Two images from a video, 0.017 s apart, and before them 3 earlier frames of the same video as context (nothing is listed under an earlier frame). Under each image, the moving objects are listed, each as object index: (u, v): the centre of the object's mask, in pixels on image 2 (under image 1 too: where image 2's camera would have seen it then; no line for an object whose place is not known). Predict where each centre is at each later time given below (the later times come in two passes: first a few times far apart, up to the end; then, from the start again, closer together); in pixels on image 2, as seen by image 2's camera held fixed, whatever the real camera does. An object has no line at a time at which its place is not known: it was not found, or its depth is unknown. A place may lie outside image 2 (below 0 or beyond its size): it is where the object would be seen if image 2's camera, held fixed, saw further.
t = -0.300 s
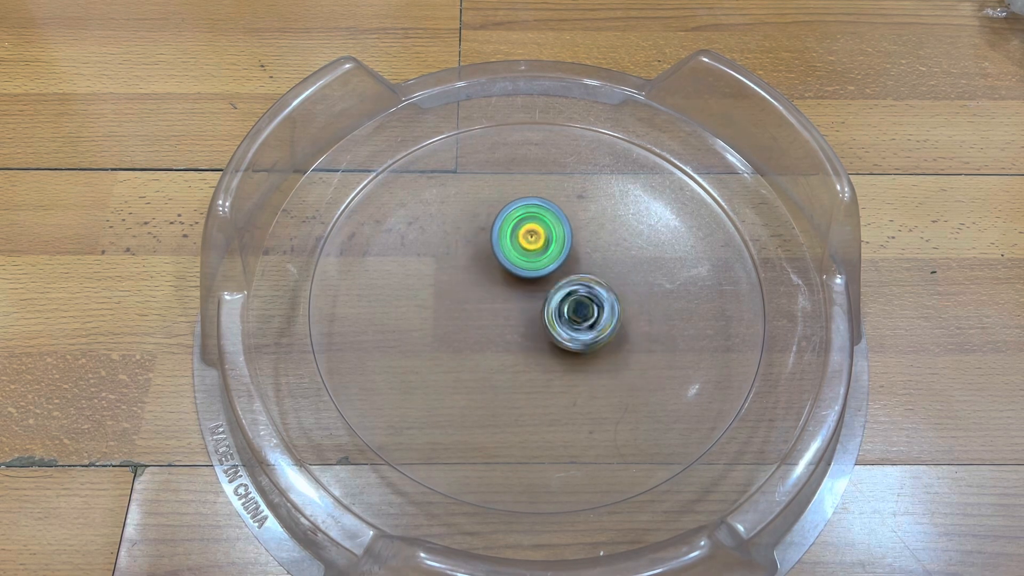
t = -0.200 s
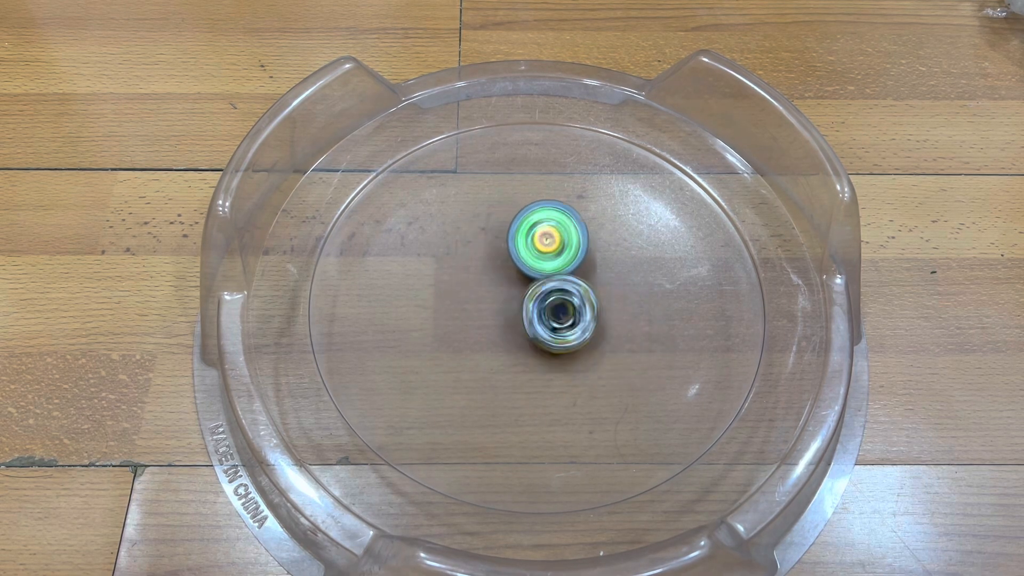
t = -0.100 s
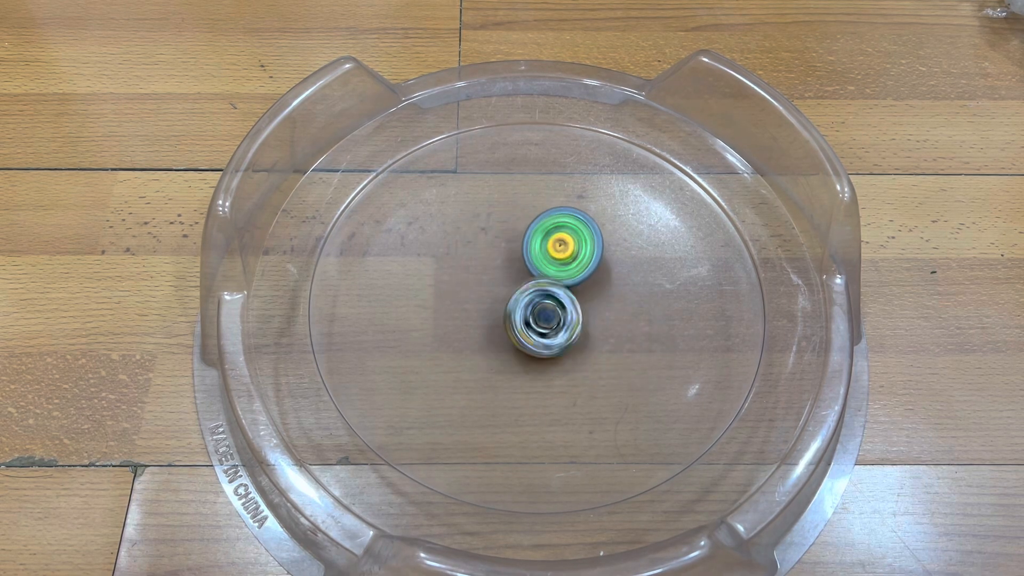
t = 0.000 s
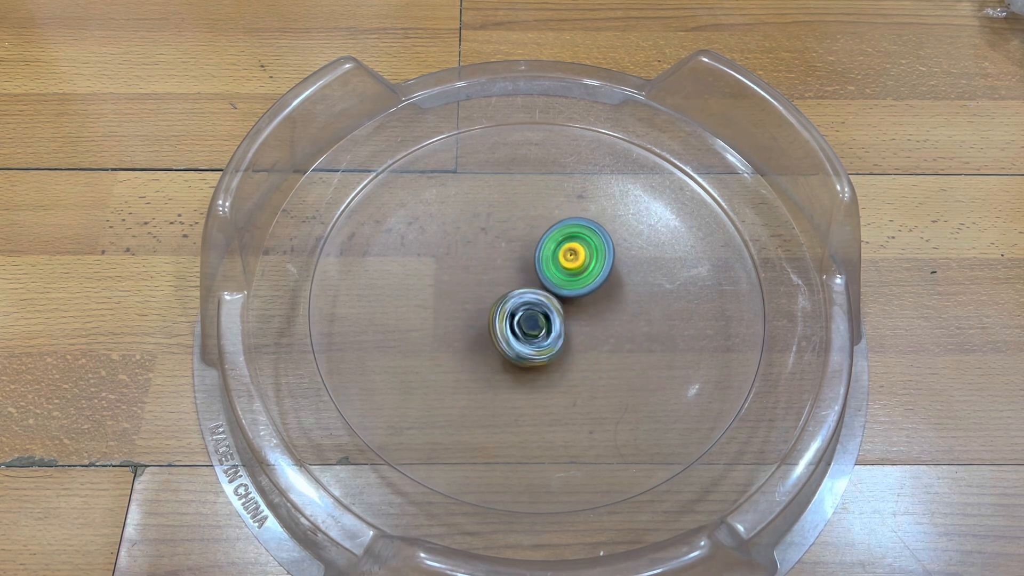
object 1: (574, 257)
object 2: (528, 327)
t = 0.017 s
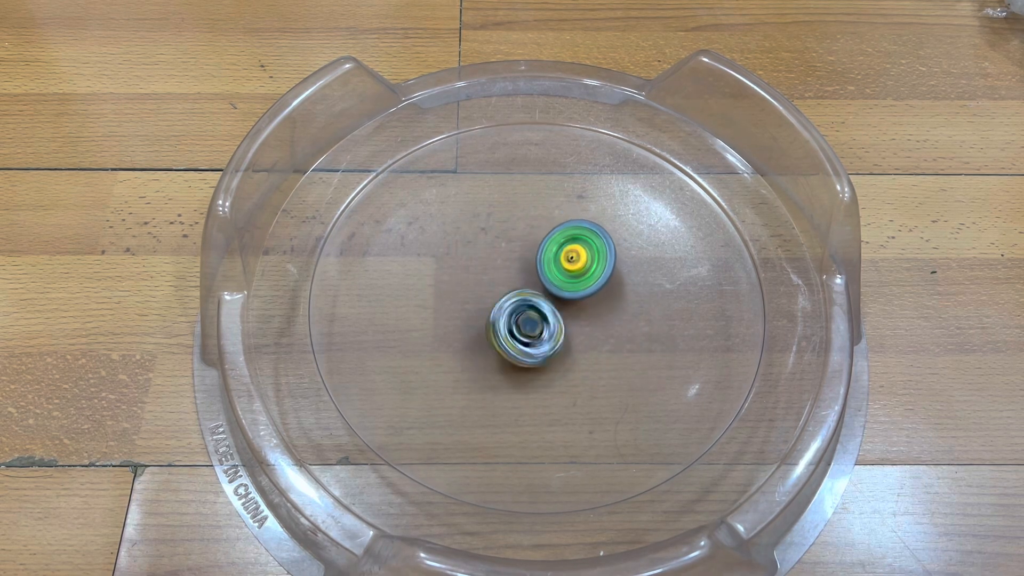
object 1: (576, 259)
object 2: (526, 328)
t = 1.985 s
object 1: (515, 316)
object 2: (635, 325)
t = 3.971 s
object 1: (541, 315)
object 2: (572, 252)
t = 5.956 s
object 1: (576, 354)
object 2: (510, 306)
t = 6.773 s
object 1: (573, 286)
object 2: (552, 344)
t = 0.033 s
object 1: (577, 261)
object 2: (524, 330)
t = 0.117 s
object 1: (583, 273)
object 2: (516, 340)
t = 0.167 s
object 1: (584, 281)
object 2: (511, 347)
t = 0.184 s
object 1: (585, 283)
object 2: (510, 350)
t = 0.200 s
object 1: (585, 286)
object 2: (509, 353)
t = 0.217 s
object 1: (584, 288)
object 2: (507, 355)
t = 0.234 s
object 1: (584, 290)
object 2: (506, 358)
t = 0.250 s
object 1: (584, 293)
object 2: (504, 360)
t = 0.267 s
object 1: (583, 296)
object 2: (503, 362)
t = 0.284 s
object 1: (583, 298)
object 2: (501, 363)
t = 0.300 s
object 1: (582, 301)
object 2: (498, 364)
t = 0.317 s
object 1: (581, 303)
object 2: (497, 363)
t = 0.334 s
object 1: (580, 305)
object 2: (495, 363)
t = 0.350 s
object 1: (579, 307)
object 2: (494, 361)
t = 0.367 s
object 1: (577, 310)
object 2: (493, 361)
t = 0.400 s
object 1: (574, 314)
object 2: (493, 357)
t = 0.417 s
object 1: (572, 316)
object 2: (494, 354)
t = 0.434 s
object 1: (571, 318)
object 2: (494, 352)
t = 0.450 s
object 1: (571, 318)
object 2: (492, 351)
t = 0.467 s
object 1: (573, 318)
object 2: (487, 350)
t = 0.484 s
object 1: (574, 317)
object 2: (485, 350)
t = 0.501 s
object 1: (572, 318)
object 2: (485, 350)
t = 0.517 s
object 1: (570, 319)
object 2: (484, 349)
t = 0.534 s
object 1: (568, 320)
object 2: (485, 347)
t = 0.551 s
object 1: (565, 321)
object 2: (484, 344)
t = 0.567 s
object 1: (566, 321)
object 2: (480, 339)
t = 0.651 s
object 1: (564, 324)
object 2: (472, 320)
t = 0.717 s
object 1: (556, 324)
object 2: (467, 307)
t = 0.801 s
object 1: (546, 323)
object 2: (464, 293)
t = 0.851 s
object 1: (540, 320)
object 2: (462, 282)
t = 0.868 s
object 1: (537, 319)
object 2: (461, 278)
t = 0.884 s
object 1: (535, 319)
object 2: (461, 276)
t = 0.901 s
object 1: (534, 318)
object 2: (460, 273)
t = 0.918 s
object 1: (532, 317)
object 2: (460, 270)
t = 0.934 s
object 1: (531, 316)
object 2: (461, 267)
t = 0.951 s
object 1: (529, 315)
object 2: (461, 263)
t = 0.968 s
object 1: (528, 314)
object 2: (461, 260)
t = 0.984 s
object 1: (526, 312)
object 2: (462, 257)
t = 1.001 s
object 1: (525, 310)
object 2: (463, 253)
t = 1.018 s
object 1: (524, 309)
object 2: (464, 250)
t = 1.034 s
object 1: (522, 307)
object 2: (466, 247)
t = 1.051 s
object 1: (521, 306)
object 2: (468, 245)
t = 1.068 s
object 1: (520, 304)
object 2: (470, 242)
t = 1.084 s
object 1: (519, 302)
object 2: (473, 240)
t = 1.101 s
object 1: (518, 300)
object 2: (476, 238)
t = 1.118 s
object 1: (517, 299)
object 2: (480, 236)
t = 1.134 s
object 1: (515, 304)
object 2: (485, 231)
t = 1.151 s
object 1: (515, 308)
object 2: (490, 226)
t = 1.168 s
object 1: (515, 312)
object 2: (494, 223)
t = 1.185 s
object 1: (514, 314)
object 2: (498, 220)
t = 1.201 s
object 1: (513, 315)
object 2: (501, 217)
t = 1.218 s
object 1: (512, 316)
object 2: (504, 215)
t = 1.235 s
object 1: (510, 316)
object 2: (508, 212)
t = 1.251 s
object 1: (509, 315)
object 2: (512, 211)
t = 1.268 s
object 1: (508, 315)
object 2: (515, 209)
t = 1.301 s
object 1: (509, 314)
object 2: (523, 206)
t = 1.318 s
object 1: (510, 313)
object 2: (527, 206)
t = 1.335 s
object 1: (511, 312)
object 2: (531, 204)
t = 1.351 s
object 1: (512, 311)
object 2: (535, 203)
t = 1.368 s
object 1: (513, 310)
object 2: (540, 202)
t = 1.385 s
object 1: (514, 310)
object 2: (544, 202)
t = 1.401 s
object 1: (515, 309)
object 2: (548, 202)
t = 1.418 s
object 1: (516, 308)
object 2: (552, 202)
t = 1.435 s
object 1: (517, 307)
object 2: (558, 204)
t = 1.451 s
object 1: (518, 306)
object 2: (561, 204)
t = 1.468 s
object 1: (519, 306)
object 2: (565, 206)
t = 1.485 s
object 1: (521, 305)
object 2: (568, 208)
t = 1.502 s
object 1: (522, 305)
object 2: (572, 211)
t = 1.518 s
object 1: (523, 304)
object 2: (575, 214)
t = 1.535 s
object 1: (524, 304)
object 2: (580, 218)
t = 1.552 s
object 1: (526, 304)
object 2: (581, 220)
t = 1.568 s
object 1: (527, 303)
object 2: (584, 223)
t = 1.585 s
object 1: (528, 303)
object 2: (585, 227)
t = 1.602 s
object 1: (530, 302)
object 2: (587, 231)
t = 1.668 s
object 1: (535, 302)
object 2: (593, 246)
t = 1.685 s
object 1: (537, 302)
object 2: (593, 249)
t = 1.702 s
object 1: (538, 301)
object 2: (595, 254)
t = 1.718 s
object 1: (532, 303)
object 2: (601, 257)
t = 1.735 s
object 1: (526, 306)
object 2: (608, 261)
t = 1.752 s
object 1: (522, 307)
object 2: (611, 266)
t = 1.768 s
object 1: (518, 307)
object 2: (615, 271)
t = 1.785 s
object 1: (515, 308)
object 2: (618, 275)
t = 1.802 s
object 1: (514, 308)
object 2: (620, 279)
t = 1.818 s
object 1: (513, 309)
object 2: (622, 283)
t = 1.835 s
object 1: (514, 310)
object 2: (625, 287)
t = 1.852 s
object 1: (514, 311)
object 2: (626, 291)
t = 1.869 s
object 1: (515, 312)
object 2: (629, 295)
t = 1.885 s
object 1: (514, 313)
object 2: (631, 299)
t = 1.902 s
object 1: (514, 313)
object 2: (632, 302)
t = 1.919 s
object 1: (515, 314)
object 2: (633, 307)
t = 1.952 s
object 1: (515, 315)
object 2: (634, 316)
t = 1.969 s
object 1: (515, 316)
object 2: (634, 320)
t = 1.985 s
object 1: (515, 316)
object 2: (635, 325)
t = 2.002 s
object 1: (515, 317)
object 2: (634, 329)
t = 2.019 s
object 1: (516, 318)
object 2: (633, 332)
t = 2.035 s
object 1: (516, 318)
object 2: (631, 338)
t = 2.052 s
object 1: (516, 319)
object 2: (628, 341)
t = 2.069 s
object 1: (516, 319)
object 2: (625, 345)
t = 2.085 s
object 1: (515, 320)
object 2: (623, 349)
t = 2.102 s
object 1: (515, 320)
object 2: (617, 352)
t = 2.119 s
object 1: (515, 321)
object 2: (614, 355)
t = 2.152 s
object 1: (515, 322)
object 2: (604, 358)
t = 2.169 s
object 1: (515, 322)
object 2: (598, 359)
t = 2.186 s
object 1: (514, 322)
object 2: (591, 360)
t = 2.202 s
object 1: (512, 319)
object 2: (589, 364)
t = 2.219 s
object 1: (508, 314)
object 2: (587, 367)
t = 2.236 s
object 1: (506, 310)
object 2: (585, 371)
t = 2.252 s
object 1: (504, 308)
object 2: (580, 373)
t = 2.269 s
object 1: (504, 306)
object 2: (575, 375)
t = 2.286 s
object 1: (504, 306)
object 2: (570, 377)
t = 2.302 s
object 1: (504, 306)
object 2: (563, 378)
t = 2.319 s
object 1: (503, 306)
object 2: (557, 379)
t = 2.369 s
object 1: (501, 303)
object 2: (539, 377)
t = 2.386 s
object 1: (501, 302)
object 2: (534, 375)
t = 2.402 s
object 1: (501, 301)
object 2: (528, 374)
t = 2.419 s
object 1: (502, 298)
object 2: (522, 375)
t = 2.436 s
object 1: (503, 296)
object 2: (514, 377)
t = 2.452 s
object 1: (505, 295)
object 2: (508, 379)
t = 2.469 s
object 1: (506, 294)
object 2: (502, 378)
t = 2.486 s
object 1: (507, 294)
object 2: (497, 378)
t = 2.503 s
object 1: (506, 294)
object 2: (491, 376)
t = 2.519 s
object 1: (506, 293)
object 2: (485, 375)
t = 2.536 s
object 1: (507, 292)
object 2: (479, 372)
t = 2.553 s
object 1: (508, 291)
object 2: (474, 369)
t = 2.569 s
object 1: (509, 290)
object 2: (469, 365)
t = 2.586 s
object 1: (510, 290)
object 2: (466, 361)
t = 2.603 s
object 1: (511, 290)
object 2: (464, 356)
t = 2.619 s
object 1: (512, 290)
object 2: (461, 352)
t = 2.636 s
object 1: (512, 289)
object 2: (460, 347)
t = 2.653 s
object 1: (514, 288)
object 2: (458, 342)
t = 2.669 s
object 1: (517, 284)
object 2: (453, 342)
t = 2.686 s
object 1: (521, 282)
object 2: (450, 340)
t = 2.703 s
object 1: (523, 281)
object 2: (447, 336)
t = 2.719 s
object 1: (525, 281)
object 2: (445, 331)
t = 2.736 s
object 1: (526, 281)
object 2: (443, 327)
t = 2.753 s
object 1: (527, 282)
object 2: (443, 322)
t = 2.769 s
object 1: (528, 282)
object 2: (444, 317)
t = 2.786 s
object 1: (529, 282)
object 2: (445, 313)
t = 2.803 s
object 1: (530, 283)
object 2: (447, 308)
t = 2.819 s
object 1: (531, 283)
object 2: (450, 305)
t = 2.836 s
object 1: (532, 284)
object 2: (454, 301)
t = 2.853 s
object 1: (534, 283)
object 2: (454, 297)
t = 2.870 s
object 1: (535, 282)
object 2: (452, 295)
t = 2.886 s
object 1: (536, 282)
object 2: (450, 291)
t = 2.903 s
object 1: (536, 282)
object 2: (450, 289)
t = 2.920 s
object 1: (537, 283)
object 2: (449, 286)
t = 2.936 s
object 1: (538, 284)
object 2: (449, 283)
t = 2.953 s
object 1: (538, 284)
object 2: (450, 280)
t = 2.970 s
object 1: (538, 285)
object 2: (452, 277)
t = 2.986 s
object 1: (538, 286)
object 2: (455, 274)
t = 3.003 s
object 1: (538, 287)
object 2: (459, 272)
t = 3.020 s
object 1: (539, 288)
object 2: (462, 270)
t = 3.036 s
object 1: (540, 288)
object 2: (465, 270)
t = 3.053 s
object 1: (543, 290)
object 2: (464, 267)
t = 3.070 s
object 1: (547, 289)
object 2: (463, 264)
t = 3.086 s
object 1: (549, 290)
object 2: (463, 262)
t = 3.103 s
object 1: (550, 289)
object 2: (464, 260)
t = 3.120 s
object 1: (550, 289)
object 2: (466, 258)
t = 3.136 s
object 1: (550, 289)
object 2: (468, 256)
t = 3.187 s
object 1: (547, 290)
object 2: (477, 254)
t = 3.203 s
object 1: (547, 290)
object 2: (481, 254)
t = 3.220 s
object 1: (550, 292)
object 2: (481, 252)
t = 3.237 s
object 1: (553, 292)
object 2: (482, 249)
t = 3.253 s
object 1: (555, 292)
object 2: (482, 249)
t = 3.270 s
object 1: (557, 291)
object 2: (484, 248)
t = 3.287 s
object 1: (557, 291)
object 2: (487, 248)
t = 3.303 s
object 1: (556, 291)
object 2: (489, 248)
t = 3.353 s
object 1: (557, 294)
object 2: (491, 244)
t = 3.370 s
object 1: (556, 295)
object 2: (492, 244)
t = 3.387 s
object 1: (555, 295)
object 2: (493, 243)
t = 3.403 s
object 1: (554, 295)
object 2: (496, 244)
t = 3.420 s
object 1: (553, 295)
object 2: (498, 243)
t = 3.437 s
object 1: (555, 299)
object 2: (497, 239)
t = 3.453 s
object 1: (558, 303)
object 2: (497, 234)
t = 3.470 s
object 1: (559, 307)
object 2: (497, 230)
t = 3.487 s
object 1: (560, 309)
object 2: (498, 228)
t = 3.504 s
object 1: (559, 310)
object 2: (501, 227)
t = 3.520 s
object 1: (557, 309)
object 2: (503, 225)
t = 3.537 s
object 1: (555, 309)
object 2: (506, 224)
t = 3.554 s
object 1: (555, 307)
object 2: (510, 224)
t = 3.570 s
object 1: (556, 306)
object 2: (513, 224)
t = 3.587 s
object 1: (557, 306)
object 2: (516, 224)
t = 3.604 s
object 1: (557, 306)
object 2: (519, 226)
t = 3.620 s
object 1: (558, 307)
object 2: (522, 228)
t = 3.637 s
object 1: (556, 307)
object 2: (526, 230)
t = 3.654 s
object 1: (555, 307)
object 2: (529, 234)
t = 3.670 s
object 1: (554, 306)
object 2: (532, 238)
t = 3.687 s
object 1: (553, 308)
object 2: (534, 238)
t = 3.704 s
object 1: (551, 311)
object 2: (537, 239)
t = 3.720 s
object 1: (549, 311)
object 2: (541, 241)
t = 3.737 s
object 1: (548, 311)
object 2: (543, 242)
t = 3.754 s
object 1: (547, 314)
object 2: (546, 241)
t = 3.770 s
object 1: (546, 315)
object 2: (550, 238)
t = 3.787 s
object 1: (545, 316)
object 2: (553, 237)
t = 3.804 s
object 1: (543, 315)
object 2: (557, 236)
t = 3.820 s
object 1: (543, 314)
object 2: (560, 237)
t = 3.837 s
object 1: (544, 313)
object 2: (562, 237)
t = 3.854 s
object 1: (545, 312)
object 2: (564, 238)
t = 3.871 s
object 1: (546, 313)
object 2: (567, 240)
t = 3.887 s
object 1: (547, 313)
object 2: (569, 242)
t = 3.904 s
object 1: (547, 314)
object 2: (569, 243)
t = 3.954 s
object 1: (543, 315)
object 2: (572, 251)
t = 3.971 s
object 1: (541, 315)
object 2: (572, 252)
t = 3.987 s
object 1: (539, 315)
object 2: (573, 253)
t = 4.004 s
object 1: (537, 316)
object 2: (575, 252)
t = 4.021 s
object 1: (535, 317)
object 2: (577, 251)
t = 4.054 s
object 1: (532, 316)
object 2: (580, 249)
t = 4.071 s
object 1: (533, 315)
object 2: (582, 249)
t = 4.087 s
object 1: (533, 314)
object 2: (583, 250)
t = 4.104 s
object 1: (535, 314)
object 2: (584, 250)
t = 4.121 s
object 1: (537, 315)
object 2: (584, 251)
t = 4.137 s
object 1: (538, 316)
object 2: (584, 252)
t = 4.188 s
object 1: (536, 317)
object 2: (583, 255)
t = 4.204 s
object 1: (535, 317)
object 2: (582, 258)
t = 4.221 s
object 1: (535, 316)
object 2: (581, 259)
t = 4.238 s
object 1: (533, 317)
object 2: (582, 259)
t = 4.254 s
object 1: (528, 322)
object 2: (584, 256)
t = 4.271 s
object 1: (523, 325)
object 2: (585, 253)
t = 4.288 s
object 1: (520, 326)
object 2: (584, 254)
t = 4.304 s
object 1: (518, 325)
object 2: (585, 253)
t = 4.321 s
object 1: (517, 324)
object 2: (584, 253)
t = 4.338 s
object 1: (517, 322)
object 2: (584, 253)
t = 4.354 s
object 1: (519, 320)
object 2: (583, 253)
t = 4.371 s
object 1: (522, 320)
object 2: (583, 254)
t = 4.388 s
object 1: (525, 321)
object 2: (581, 254)
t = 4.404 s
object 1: (526, 323)
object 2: (580, 254)
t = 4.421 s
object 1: (526, 325)
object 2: (578, 256)
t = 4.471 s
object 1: (522, 326)
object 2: (572, 259)
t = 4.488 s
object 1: (521, 325)
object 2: (569, 260)
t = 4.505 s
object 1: (522, 324)
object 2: (567, 262)
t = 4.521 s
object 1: (523, 323)
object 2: (563, 262)
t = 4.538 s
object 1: (521, 325)
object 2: (563, 261)
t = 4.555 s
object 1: (518, 326)
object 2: (562, 260)
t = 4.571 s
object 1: (516, 325)
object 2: (560, 258)
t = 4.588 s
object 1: (515, 323)
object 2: (559, 258)
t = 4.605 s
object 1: (515, 322)
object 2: (559, 257)
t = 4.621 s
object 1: (517, 320)
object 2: (557, 256)
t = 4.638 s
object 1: (519, 319)
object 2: (557, 257)
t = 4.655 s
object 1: (522, 319)
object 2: (555, 256)
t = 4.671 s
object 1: (524, 321)
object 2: (553, 256)
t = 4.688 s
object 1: (526, 323)
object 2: (552, 256)
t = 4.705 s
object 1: (525, 325)
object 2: (550, 255)
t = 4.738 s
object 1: (522, 326)
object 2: (547, 256)
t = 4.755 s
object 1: (521, 325)
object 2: (545, 256)
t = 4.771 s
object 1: (520, 324)
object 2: (542, 257)
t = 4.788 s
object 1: (520, 322)
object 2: (541, 256)
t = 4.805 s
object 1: (521, 324)
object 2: (539, 255)
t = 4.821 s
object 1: (520, 327)
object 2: (537, 252)
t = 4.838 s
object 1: (518, 330)
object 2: (536, 250)
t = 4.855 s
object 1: (516, 331)
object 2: (533, 248)
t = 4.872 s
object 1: (514, 330)
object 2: (533, 245)
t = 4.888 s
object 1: (512, 328)
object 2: (532, 243)
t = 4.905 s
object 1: (513, 325)
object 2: (531, 241)
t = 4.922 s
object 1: (515, 323)
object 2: (531, 240)
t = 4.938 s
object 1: (519, 322)
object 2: (531, 238)
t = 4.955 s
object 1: (523, 322)
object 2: (530, 237)
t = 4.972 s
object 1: (525, 323)
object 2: (530, 237)
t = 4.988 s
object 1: (527, 324)
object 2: (529, 236)
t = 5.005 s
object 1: (529, 326)
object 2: (530, 237)
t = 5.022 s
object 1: (528, 328)
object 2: (530, 236)
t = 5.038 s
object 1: (527, 329)
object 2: (528, 236)
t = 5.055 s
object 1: (526, 329)
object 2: (529, 238)
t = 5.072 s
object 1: (525, 328)
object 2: (529, 238)
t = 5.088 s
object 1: (524, 327)
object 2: (528, 240)
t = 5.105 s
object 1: (525, 326)
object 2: (529, 241)
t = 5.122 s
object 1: (526, 325)
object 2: (528, 243)
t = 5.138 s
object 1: (528, 326)
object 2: (528, 245)
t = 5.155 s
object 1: (530, 327)
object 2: (528, 247)
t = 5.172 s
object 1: (531, 328)
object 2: (526, 249)
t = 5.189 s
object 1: (532, 330)
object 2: (526, 252)
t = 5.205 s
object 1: (531, 332)
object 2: (525, 254)
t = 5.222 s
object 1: (530, 334)
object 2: (523, 256)
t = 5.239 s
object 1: (528, 334)
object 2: (522, 259)
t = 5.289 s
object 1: (525, 331)
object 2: (515, 265)
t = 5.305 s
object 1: (525, 331)
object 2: (511, 267)
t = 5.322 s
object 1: (526, 336)
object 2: (510, 269)
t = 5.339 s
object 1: (525, 340)
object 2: (506, 271)
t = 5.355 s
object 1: (526, 344)
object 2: (503, 273)
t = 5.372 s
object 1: (528, 348)
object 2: (499, 274)
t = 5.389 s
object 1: (530, 353)
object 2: (496, 273)
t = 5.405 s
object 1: (534, 355)
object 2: (493, 274)
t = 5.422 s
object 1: (538, 358)
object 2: (489, 273)
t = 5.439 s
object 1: (541, 361)
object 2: (487, 272)
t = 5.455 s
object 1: (545, 361)
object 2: (484, 271)
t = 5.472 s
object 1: (547, 363)
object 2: (483, 271)
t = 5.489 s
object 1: (551, 363)
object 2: (480, 269)
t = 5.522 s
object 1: (558, 365)
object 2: (477, 268)
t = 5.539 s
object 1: (561, 366)
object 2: (478, 267)
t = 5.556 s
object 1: (563, 367)
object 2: (476, 267)
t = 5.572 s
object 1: (565, 368)
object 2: (477, 267)
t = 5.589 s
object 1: (568, 369)
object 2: (477, 268)
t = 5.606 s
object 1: (569, 369)
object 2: (478, 267)
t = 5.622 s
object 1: (571, 370)
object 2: (479, 268)
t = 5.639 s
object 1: (572, 370)
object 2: (480, 268)
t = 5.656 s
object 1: (572, 371)
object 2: (481, 269)
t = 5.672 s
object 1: (572, 371)
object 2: (482, 270)
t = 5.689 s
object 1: (571, 371)
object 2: (485, 271)
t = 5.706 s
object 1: (571, 369)
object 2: (486, 271)
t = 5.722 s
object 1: (571, 369)
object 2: (489, 274)
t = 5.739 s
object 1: (571, 367)
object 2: (491, 274)
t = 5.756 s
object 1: (572, 367)
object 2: (493, 276)
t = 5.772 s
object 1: (574, 365)
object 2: (494, 278)
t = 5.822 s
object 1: (576, 362)
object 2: (502, 285)
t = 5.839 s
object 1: (576, 362)
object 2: (504, 289)
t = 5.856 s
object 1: (577, 361)
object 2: (507, 292)
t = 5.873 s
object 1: (577, 359)
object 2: (509, 295)
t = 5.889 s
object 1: (576, 358)
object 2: (511, 297)
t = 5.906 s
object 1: (574, 356)
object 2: (512, 300)
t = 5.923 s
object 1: (573, 355)
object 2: (513, 302)
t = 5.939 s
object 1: (575, 356)
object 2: (511, 305)
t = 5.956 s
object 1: (576, 354)
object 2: (510, 306)
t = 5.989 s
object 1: (575, 353)
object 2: (508, 310)
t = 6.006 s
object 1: (576, 353)
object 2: (507, 311)
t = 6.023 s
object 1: (578, 352)
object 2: (506, 312)
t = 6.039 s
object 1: (578, 350)
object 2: (505, 314)
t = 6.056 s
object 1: (577, 347)
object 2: (504, 314)
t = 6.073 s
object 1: (576, 345)
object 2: (504, 314)
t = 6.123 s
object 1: (573, 333)
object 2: (502, 316)
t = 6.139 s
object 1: (571, 328)
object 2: (502, 316)
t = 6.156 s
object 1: (569, 322)
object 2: (502, 318)
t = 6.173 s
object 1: (571, 314)
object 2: (500, 319)
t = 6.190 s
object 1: (576, 307)
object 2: (497, 320)
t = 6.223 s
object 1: (583, 291)
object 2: (495, 324)
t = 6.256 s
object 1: (588, 277)
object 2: (494, 326)
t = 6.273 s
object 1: (590, 270)
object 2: (494, 326)
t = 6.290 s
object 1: (590, 263)
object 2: (493, 327)
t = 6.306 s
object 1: (588, 258)
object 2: (492, 327)
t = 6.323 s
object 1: (584, 253)
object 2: (493, 329)
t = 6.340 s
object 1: (578, 249)
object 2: (493, 329)
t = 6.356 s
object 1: (573, 248)
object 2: (494, 329)
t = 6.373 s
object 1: (566, 247)
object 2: (494, 329)
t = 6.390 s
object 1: (561, 248)
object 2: (495, 329)
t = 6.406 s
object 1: (556, 249)
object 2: (496, 329)
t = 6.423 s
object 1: (550, 253)
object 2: (498, 329)
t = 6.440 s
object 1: (546, 258)
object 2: (499, 328)
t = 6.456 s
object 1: (544, 262)
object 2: (501, 328)
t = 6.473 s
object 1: (544, 267)
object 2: (503, 328)
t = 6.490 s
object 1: (545, 271)
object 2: (504, 327)
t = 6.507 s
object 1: (548, 276)
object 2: (507, 327)
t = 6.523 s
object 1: (553, 279)
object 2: (510, 327)
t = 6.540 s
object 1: (557, 279)
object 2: (514, 330)
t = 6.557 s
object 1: (560, 280)
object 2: (518, 334)
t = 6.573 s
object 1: (562, 281)
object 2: (522, 337)
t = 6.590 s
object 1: (564, 282)
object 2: (526, 337)
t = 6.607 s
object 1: (566, 283)
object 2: (530, 337)
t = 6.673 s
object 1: (569, 286)
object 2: (539, 341)
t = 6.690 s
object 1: (570, 286)
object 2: (542, 342)
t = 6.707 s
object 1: (571, 287)
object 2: (543, 342)
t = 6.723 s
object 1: (571, 287)
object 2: (547, 343)
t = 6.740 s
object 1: (573, 286)
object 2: (548, 343)
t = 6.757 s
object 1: (573, 286)
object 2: (550, 344)
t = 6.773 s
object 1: (573, 286)
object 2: (552, 344)
